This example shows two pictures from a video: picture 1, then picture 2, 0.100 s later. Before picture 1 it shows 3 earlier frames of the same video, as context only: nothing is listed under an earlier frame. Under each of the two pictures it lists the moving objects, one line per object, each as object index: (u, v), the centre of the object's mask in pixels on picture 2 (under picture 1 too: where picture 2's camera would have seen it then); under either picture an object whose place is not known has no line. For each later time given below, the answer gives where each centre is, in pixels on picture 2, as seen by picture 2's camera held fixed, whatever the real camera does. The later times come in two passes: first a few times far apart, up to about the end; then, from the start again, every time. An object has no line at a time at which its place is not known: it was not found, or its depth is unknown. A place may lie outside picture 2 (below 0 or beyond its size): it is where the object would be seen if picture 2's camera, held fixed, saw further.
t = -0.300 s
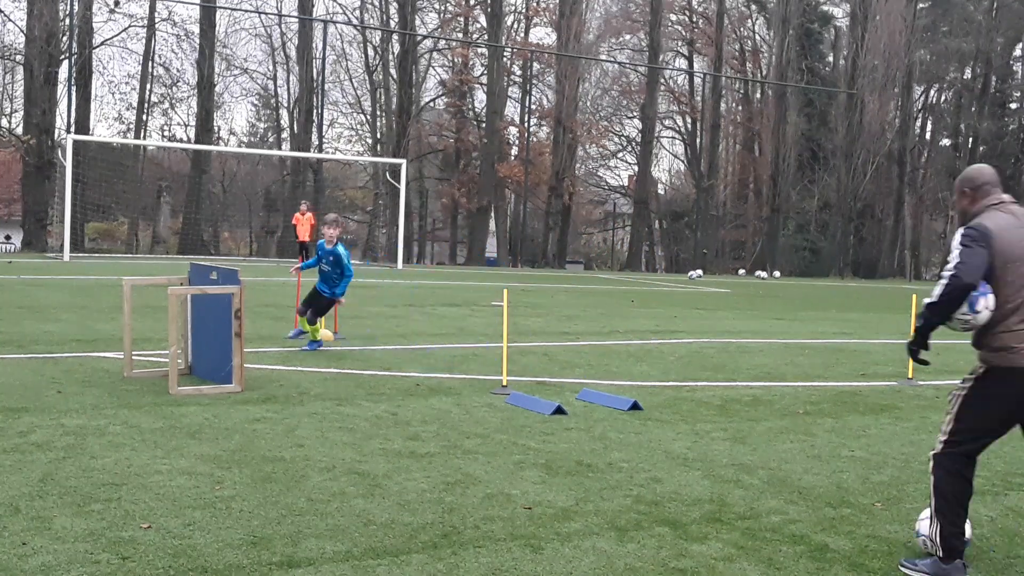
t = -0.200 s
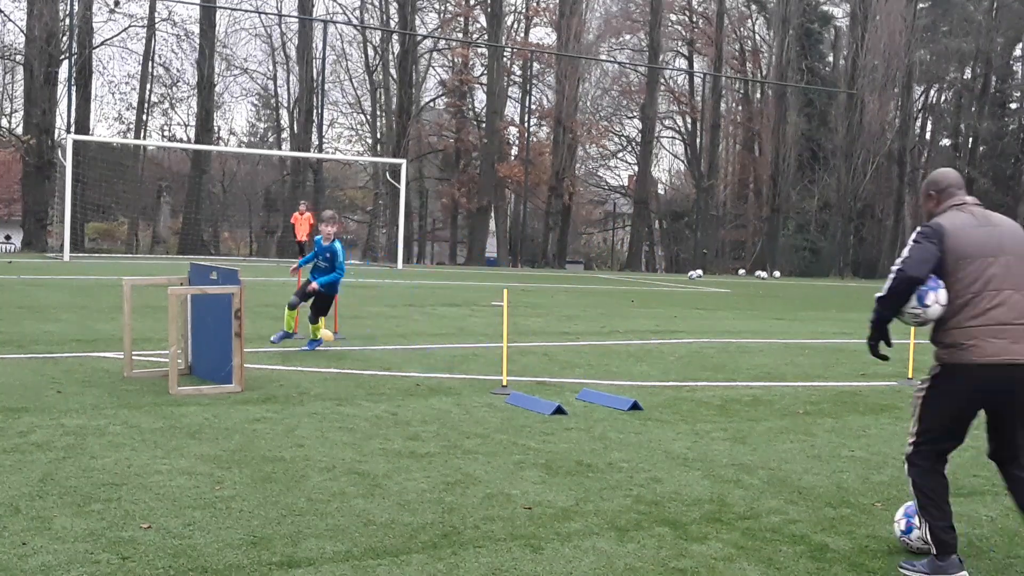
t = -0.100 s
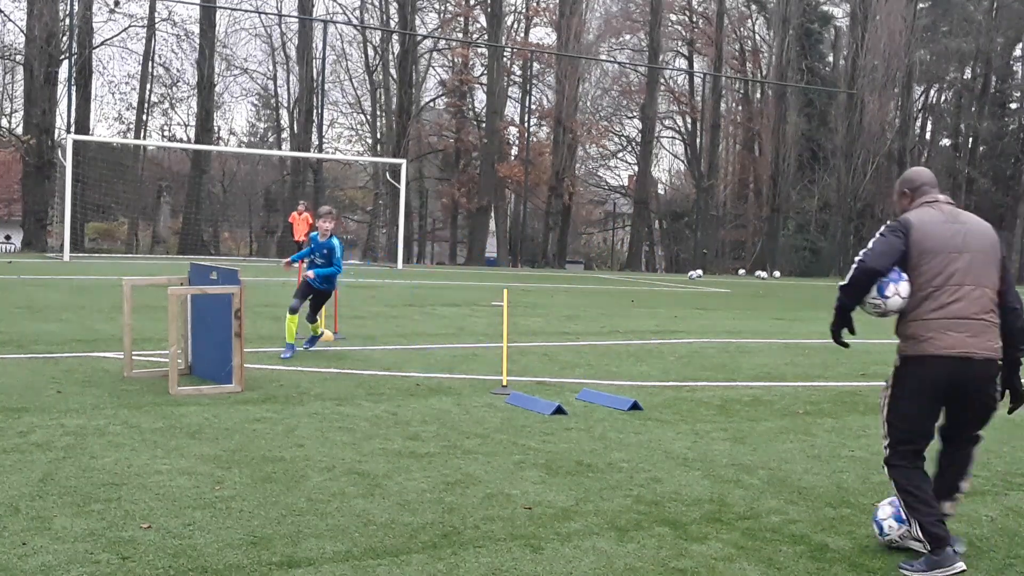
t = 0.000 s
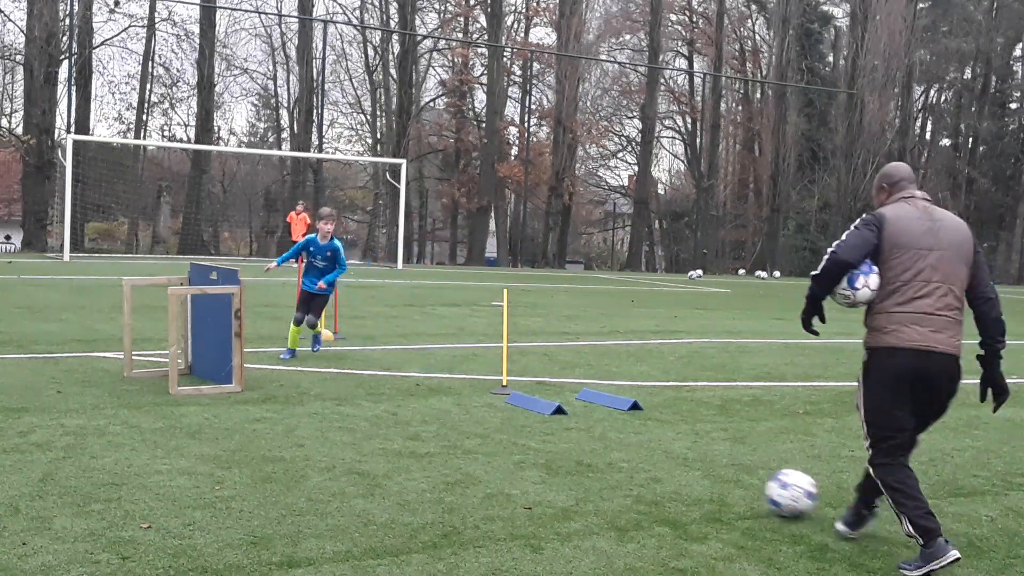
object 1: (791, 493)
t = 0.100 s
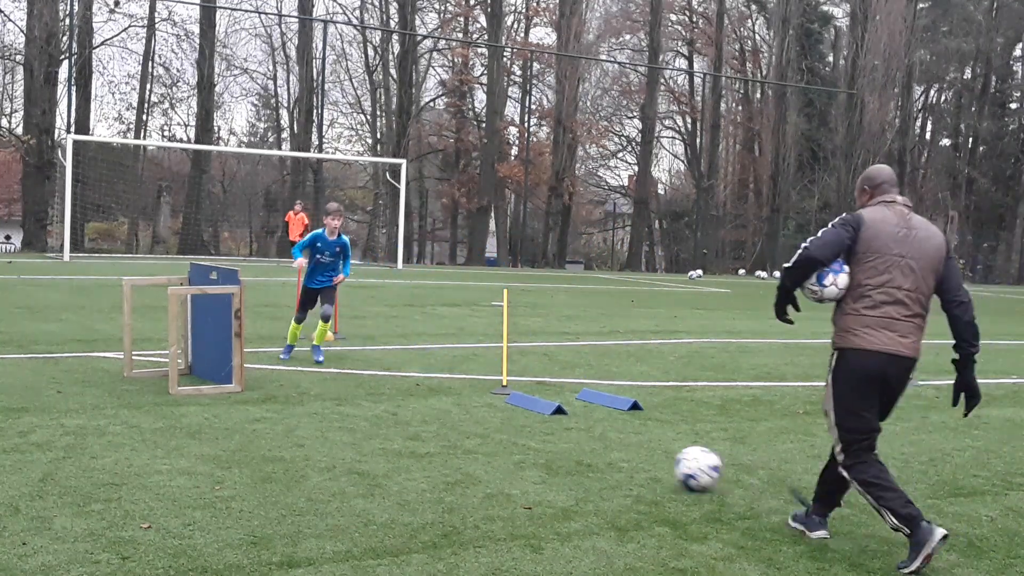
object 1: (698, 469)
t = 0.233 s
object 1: (602, 443)
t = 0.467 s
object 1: (484, 414)
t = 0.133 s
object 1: (672, 462)
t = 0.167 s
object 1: (647, 455)
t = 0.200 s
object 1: (624, 449)
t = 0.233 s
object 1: (602, 443)
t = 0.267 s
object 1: (583, 439)
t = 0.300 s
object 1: (564, 433)
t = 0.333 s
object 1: (546, 429)
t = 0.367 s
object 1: (529, 425)
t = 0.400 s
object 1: (513, 421)
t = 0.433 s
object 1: (498, 417)
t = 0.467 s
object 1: (484, 414)
